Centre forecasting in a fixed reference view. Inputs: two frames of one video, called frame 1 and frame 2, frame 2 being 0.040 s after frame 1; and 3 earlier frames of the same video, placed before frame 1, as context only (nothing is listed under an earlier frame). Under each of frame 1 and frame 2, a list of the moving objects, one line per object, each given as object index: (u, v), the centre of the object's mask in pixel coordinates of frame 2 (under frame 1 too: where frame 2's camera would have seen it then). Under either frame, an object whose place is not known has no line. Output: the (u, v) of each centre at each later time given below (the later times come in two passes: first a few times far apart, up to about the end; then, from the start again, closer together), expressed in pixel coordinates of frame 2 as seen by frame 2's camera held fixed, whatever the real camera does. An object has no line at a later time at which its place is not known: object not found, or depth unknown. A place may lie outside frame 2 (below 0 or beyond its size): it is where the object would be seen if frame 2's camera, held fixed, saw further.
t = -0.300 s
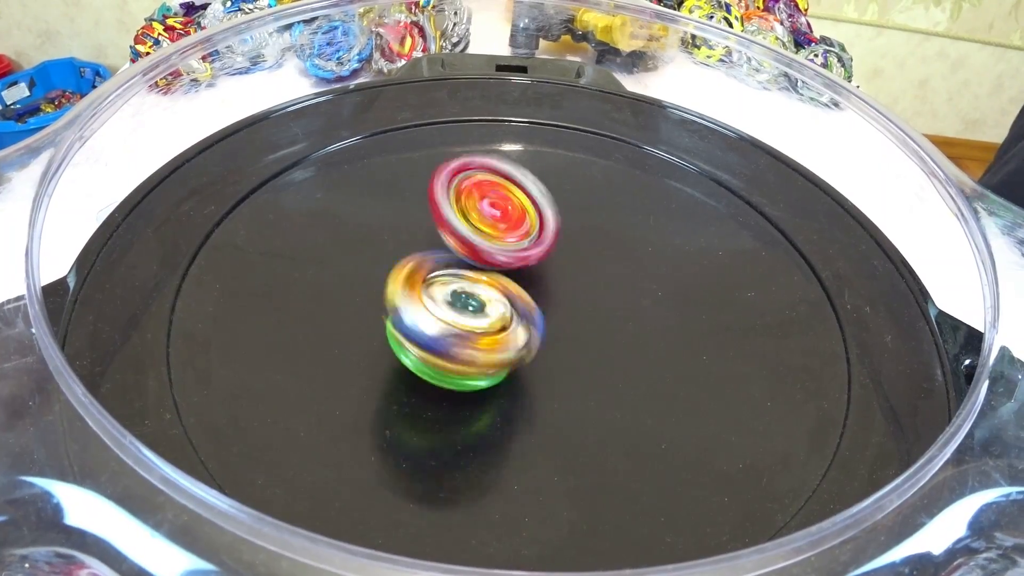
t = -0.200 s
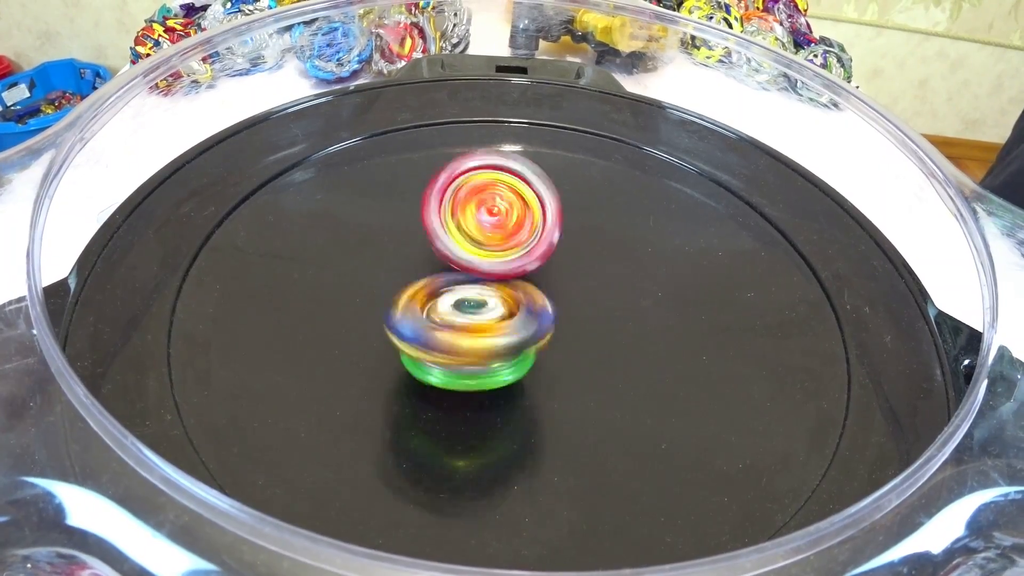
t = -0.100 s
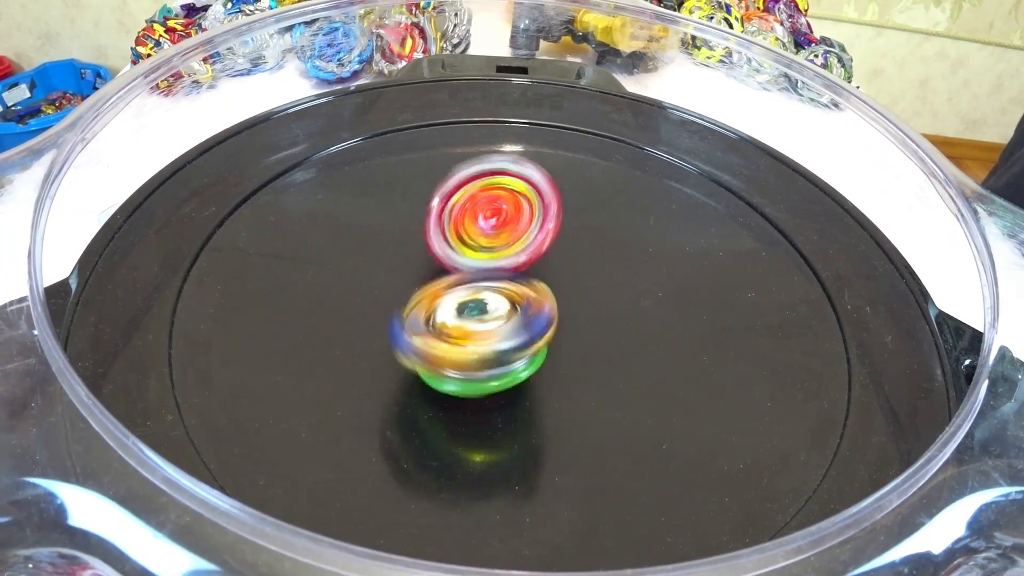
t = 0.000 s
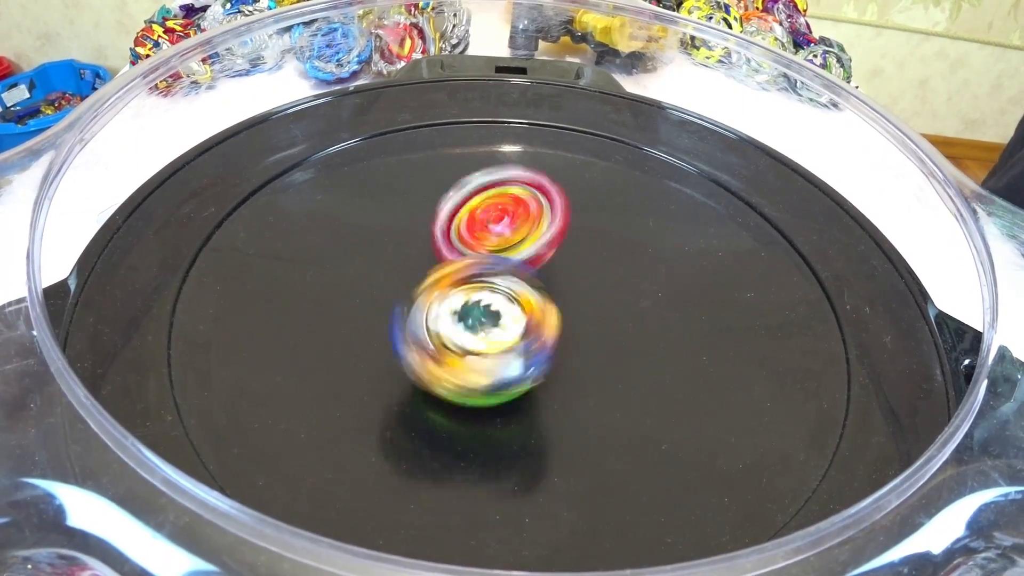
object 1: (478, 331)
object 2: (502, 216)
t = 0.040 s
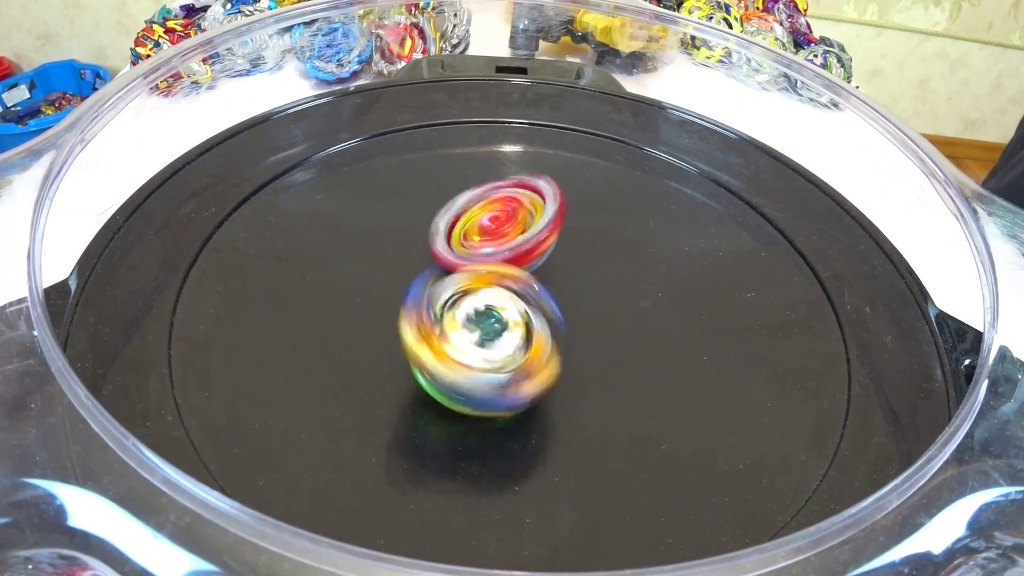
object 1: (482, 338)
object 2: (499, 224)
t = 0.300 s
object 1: (492, 334)
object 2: (488, 231)
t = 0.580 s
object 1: (498, 373)
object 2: (497, 182)
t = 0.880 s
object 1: (476, 303)
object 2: (531, 211)
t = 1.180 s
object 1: (458, 259)
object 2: (591, 262)
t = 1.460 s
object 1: (454, 262)
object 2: (595, 264)
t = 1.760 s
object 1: (458, 261)
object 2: (575, 242)
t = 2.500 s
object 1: (460, 263)
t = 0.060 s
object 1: (483, 339)
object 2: (501, 224)
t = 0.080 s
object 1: (484, 341)
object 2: (499, 231)
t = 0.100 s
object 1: (484, 338)
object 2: (495, 233)
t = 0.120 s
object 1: (484, 337)
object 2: (496, 234)
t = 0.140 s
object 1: (480, 334)
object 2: (495, 236)
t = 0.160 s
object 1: (478, 334)
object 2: (492, 236)
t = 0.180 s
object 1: (478, 334)
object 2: (491, 237)
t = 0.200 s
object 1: (477, 333)
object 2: (487, 234)
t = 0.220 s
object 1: (477, 334)
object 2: (485, 234)
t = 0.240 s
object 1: (479, 334)
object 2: (486, 232)
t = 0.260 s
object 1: (483, 333)
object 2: (484, 231)
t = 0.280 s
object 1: (488, 335)
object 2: (484, 229)
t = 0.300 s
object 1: (492, 334)
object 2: (488, 231)
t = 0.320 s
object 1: (493, 338)
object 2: (486, 229)
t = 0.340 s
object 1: (495, 347)
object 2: (490, 226)
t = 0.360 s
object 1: (494, 355)
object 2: (494, 223)
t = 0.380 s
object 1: (493, 361)
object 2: (495, 217)
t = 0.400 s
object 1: (492, 366)
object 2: (494, 209)
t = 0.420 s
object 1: (492, 369)
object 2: (493, 204)
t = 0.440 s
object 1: (491, 373)
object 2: (495, 200)
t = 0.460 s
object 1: (492, 375)
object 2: (495, 197)
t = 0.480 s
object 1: (493, 375)
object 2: (494, 191)
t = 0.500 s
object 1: (492, 376)
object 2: (494, 188)
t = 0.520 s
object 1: (494, 377)
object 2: (495, 185)
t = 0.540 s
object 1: (496, 376)
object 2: (497, 184)
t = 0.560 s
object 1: (498, 374)
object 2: (498, 183)
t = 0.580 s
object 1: (498, 373)
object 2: (497, 182)
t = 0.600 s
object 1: (499, 370)
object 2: (497, 182)
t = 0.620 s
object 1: (502, 368)
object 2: (498, 183)
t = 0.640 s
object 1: (504, 364)
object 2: (500, 185)
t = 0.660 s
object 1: (504, 360)
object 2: (501, 189)
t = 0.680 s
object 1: (503, 357)
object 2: (501, 192)
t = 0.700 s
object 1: (501, 351)
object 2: (501, 194)
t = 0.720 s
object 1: (499, 346)
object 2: (500, 196)
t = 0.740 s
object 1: (497, 340)
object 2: (501, 197)
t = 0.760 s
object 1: (496, 336)
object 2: (502, 200)
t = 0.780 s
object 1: (494, 330)
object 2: (504, 201)
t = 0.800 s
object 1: (490, 325)
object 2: (506, 201)
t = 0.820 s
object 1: (486, 320)
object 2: (510, 203)
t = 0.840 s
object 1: (483, 315)
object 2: (515, 206)
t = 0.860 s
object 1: (479, 311)
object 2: (520, 208)
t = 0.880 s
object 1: (476, 303)
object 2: (531, 211)
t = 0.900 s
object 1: (473, 297)
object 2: (540, 217)
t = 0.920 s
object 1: (470, 291)
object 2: (548, 222)
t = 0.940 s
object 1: (469, 285)
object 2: (556, 228)
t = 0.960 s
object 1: (468, 279)
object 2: (564, 233)
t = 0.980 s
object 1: (466, 274)
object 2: (566, 237)
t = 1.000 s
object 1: (465, 271)
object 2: (569, 239)
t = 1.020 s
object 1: (465, 269)
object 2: (572, 241)
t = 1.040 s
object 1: (465, 267)
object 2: (575, 244)
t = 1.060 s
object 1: (464, 265)
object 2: (577, 247)
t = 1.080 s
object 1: (462, 263)
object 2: (579, 249)
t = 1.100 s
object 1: (460, 262)
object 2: (580, 252)
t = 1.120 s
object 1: (458, 260)
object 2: (582, 255)
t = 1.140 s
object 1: (458, 259)
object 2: (585, 257)
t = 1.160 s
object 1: (458, 259)
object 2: (588, 260)
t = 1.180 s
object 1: (458, 259)
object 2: (591, 262)
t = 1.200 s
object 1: (457, 259)
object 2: (593, 263)
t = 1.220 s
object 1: (456, 259)
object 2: (595, 264)
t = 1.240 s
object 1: (456, 261)
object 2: (595, 265)
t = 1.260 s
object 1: (456, 261)
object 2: (596, 266)
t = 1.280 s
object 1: (456, 262)
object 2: (598, 266)
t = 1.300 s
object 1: (456, 262)
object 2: (599, 267)
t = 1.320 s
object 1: (456, 262)
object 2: (600, 267)
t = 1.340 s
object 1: (455, 262)
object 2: (600, 266)
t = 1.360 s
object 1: (454, 262)
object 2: (600, 266)
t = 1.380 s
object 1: (453, 262)
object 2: (599, 266)
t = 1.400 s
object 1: (452, 262)
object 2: (598, 266)
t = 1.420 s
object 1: (452, 262)
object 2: (597, 265)
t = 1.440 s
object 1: (453, 262)
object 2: (596, 265)
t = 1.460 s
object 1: (454, 262)
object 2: (595, 264)
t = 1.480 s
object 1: (454, 262)
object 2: (593, 263)
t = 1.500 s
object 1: (454, 262)
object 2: (592, 263)
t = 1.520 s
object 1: (454, 262)
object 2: (590, 262)
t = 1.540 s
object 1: (455, 262)
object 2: (588, 261)
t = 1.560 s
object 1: (455, 262)
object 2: (587, 259)
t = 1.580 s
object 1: (456, 262)
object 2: (585, 257)
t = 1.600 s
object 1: (456, 262)
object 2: (583, 255)
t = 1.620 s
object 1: (457, 262)
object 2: (581, 254)
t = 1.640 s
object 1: (457, 262)
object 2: (579, 252)
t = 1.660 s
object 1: (458, 261)
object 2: (578, 250)
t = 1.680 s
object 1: (458, 261)
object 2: (577, 247)
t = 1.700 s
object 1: (459, 261)
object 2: (577, 245)
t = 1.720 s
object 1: (459, 261)
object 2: (576, 244)
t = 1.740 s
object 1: (458, 261)
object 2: (576, 243)
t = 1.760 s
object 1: (458, 261)
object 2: (575, 242)
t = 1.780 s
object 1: (458, 262)
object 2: (575, 241)
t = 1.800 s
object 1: (457, 262)
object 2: (575, 240)
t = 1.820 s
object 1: (457, 263)
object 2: (575, 240)
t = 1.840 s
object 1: (456, 263)
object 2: (574, 241)
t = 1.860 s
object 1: (456, 263)
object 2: (574, 242)
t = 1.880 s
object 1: (456, 263)
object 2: (574, 243)
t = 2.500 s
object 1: (460, 263)
